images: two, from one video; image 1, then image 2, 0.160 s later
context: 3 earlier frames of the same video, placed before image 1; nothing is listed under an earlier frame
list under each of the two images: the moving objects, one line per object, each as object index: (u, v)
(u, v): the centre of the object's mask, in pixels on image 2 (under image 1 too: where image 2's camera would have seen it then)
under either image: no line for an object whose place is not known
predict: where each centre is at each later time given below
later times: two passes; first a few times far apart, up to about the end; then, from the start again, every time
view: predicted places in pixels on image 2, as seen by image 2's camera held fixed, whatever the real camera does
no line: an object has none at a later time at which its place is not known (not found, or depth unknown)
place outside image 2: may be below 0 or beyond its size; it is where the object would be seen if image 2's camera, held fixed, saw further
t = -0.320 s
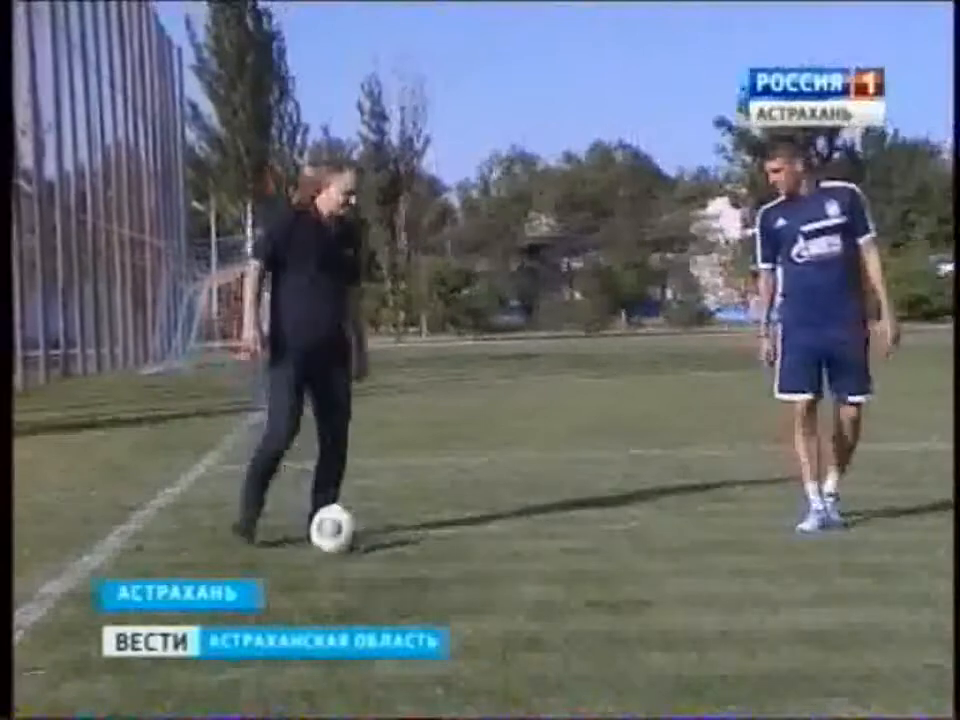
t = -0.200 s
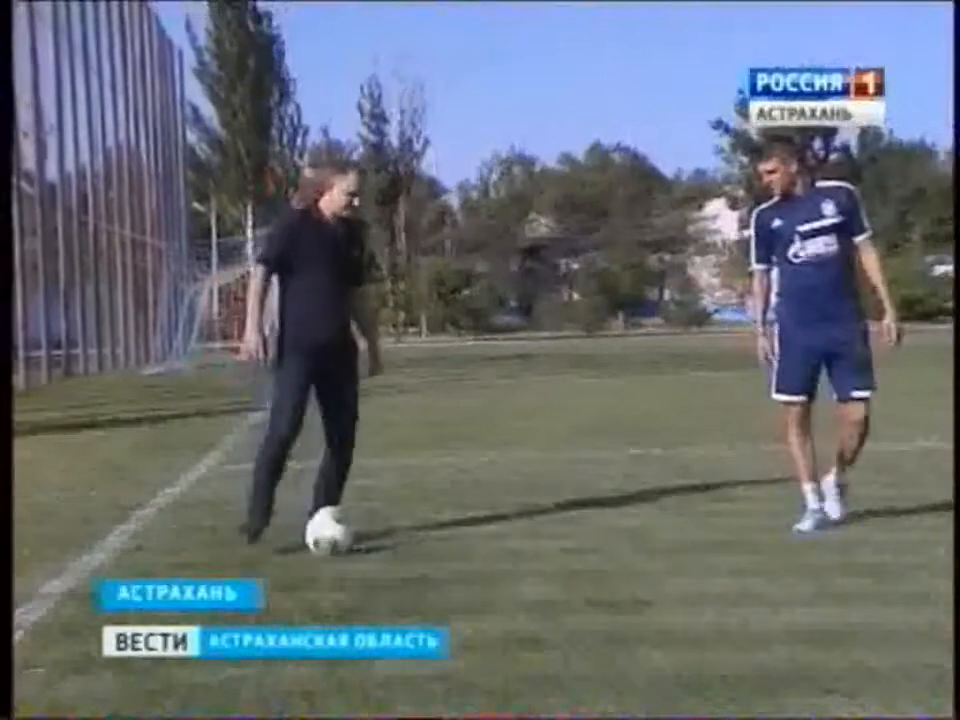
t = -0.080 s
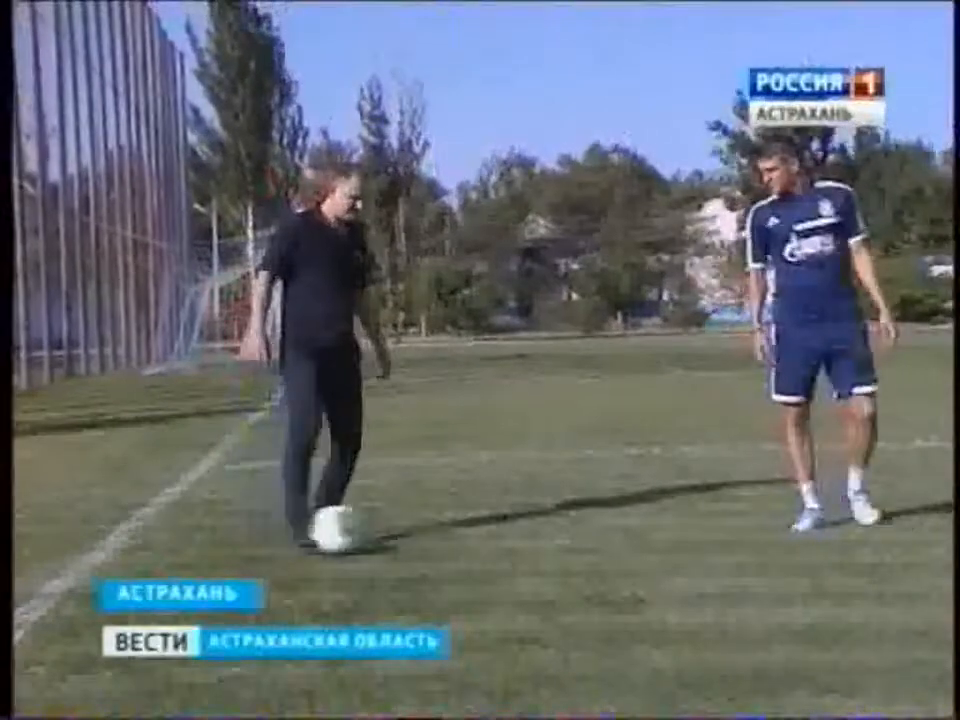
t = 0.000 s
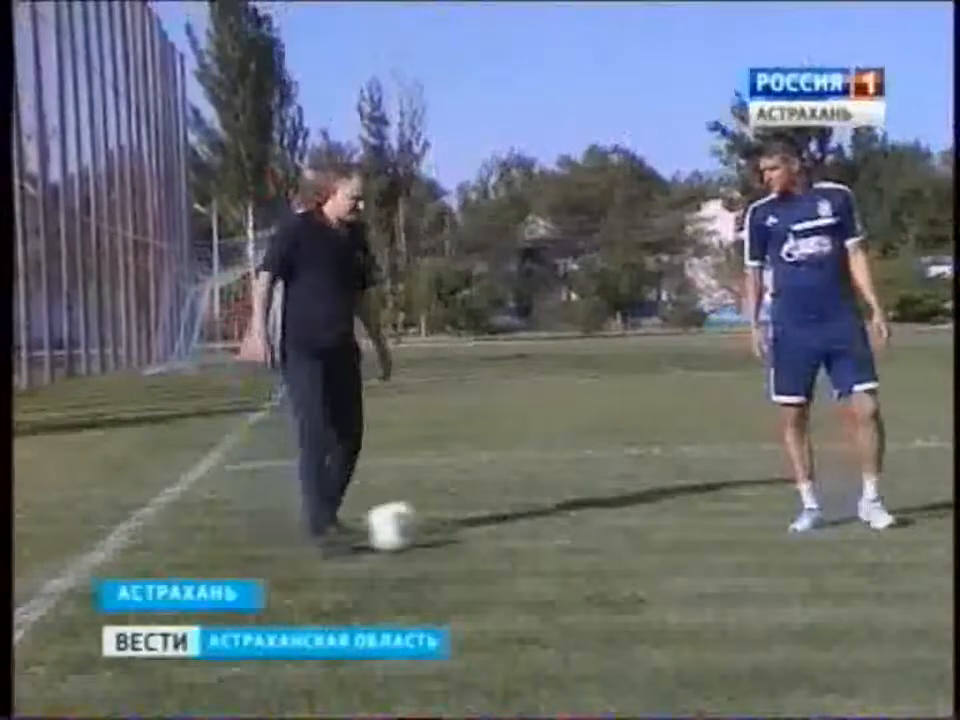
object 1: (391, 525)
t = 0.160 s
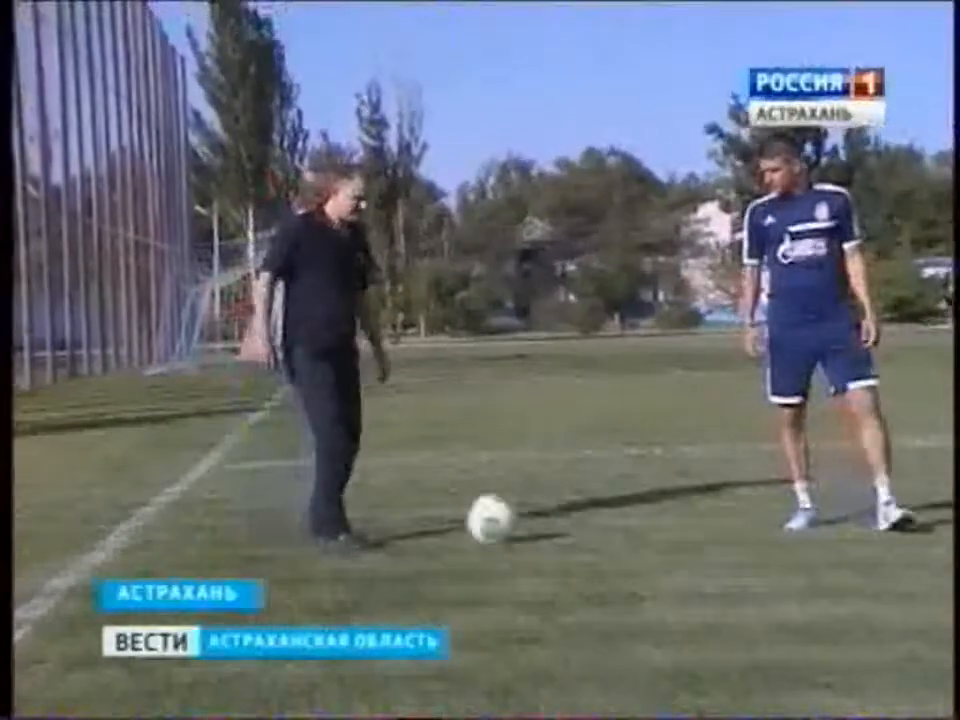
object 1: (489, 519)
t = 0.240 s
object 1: (528, 519)
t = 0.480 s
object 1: (612, 514)
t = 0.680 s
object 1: (667, 511)
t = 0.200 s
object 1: (509, 517)
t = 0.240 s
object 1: (528, 519)
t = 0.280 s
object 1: (544, 518)
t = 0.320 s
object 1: (559, 515)
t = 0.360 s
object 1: (573, 514)
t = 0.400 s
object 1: (587, 514)
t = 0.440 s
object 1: (601, 514)
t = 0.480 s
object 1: (612, 514)
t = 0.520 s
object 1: (624, 513)
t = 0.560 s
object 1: (636, 513)
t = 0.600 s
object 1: (645, 511)
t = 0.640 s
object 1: (657, 511)
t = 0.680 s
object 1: (667, 511)
